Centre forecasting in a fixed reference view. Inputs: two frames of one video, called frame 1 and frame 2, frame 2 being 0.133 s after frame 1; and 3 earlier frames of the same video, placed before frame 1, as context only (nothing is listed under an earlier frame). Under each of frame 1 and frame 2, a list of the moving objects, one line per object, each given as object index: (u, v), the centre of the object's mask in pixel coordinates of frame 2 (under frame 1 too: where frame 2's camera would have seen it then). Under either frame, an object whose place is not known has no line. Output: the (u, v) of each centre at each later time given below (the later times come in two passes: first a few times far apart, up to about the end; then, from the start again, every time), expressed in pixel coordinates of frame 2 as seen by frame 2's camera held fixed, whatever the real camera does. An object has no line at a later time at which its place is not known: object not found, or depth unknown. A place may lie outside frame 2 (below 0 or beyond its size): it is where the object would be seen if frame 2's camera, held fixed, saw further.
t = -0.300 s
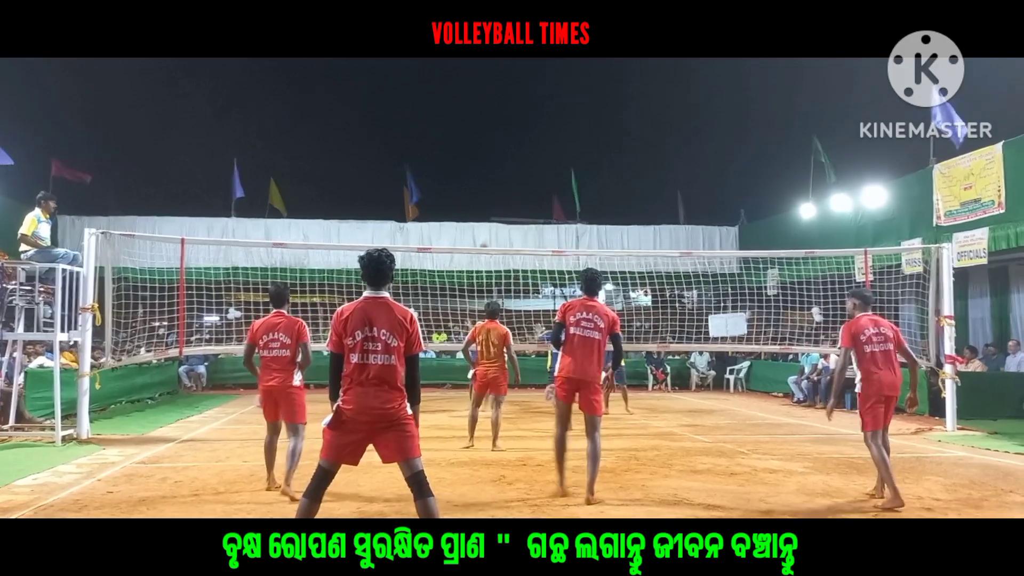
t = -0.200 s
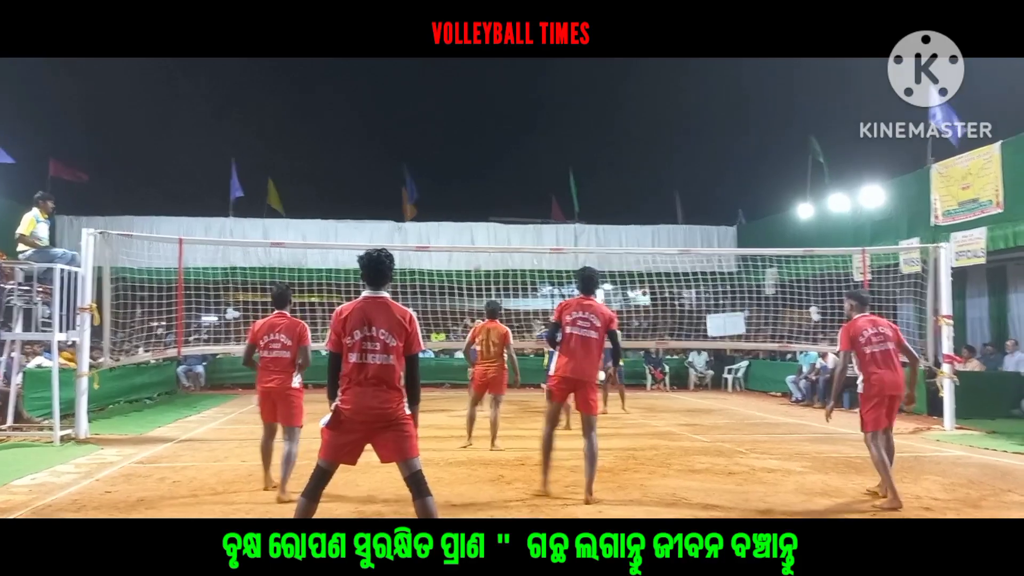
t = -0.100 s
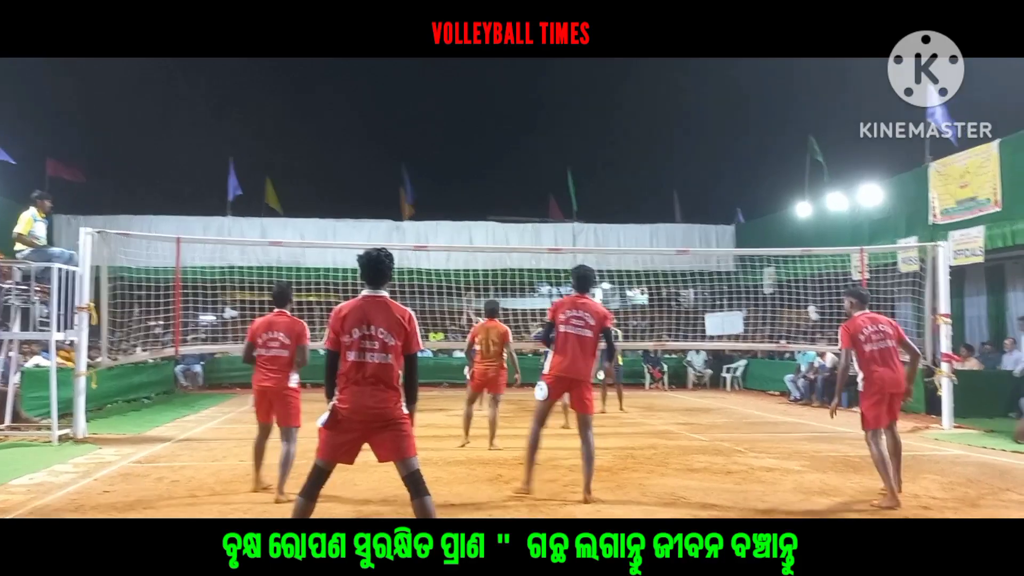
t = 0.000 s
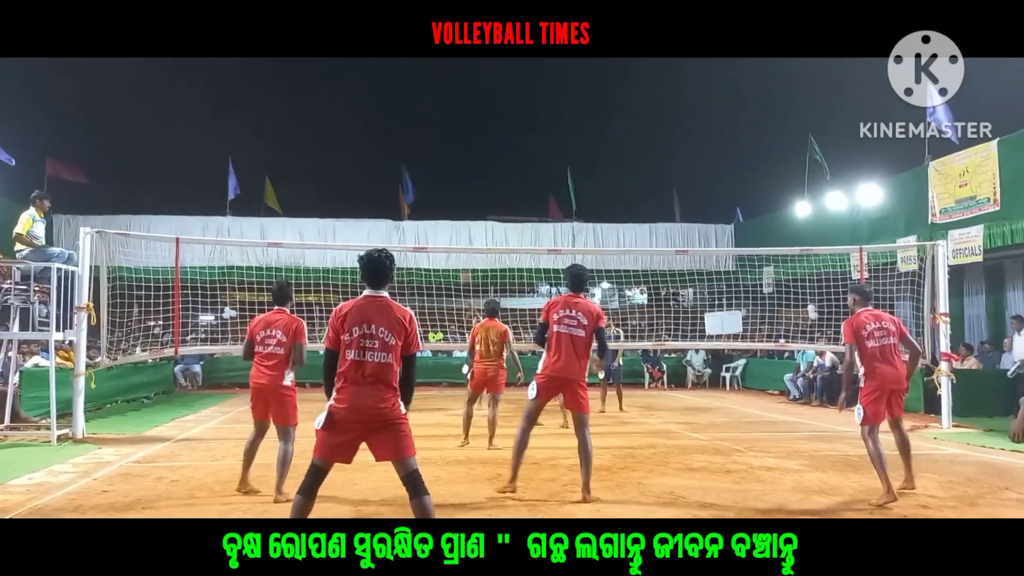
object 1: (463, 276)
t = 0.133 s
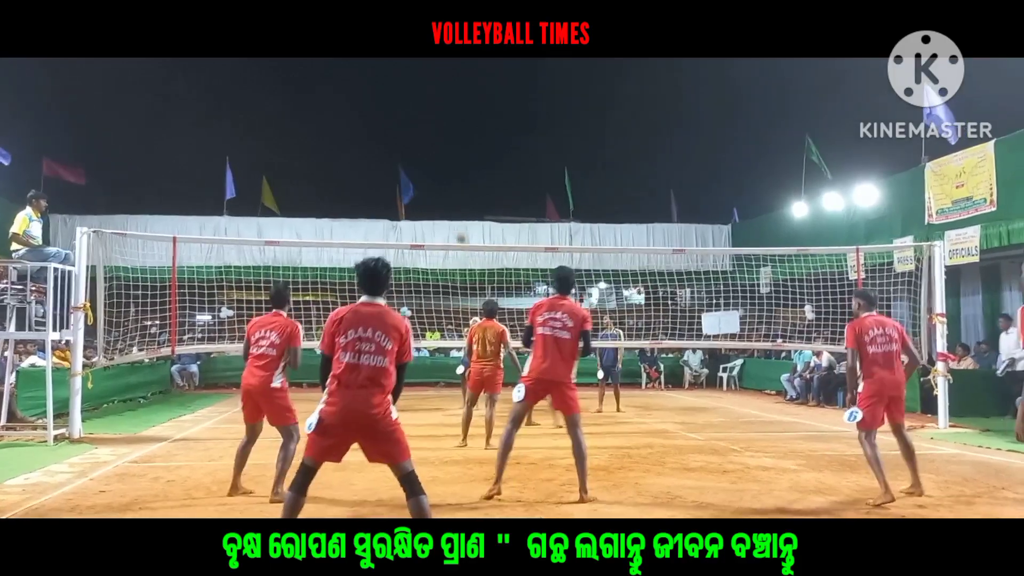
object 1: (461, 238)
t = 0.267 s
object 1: (458, 205)
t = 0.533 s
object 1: (451, 167)
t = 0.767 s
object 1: (443, 179)
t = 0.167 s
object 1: (460, 230)
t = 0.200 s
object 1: (459, 219)
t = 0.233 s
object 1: (459, 213)
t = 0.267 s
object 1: (458, 205)
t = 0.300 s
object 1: (457, 199)
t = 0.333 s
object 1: (456, 192)
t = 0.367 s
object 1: (455, 186)
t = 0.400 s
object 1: (455, 181)
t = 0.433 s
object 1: (454, 176)
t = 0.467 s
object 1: (453, 172)
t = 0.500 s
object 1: (452, 170)
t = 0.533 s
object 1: (451, 167)
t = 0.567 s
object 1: (450, 165)
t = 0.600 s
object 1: (449, 164)
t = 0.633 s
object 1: (448, 165)
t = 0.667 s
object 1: (447, 166)
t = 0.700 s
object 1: (446, 169)
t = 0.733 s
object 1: (445, 173)
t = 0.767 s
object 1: (443, 179)
